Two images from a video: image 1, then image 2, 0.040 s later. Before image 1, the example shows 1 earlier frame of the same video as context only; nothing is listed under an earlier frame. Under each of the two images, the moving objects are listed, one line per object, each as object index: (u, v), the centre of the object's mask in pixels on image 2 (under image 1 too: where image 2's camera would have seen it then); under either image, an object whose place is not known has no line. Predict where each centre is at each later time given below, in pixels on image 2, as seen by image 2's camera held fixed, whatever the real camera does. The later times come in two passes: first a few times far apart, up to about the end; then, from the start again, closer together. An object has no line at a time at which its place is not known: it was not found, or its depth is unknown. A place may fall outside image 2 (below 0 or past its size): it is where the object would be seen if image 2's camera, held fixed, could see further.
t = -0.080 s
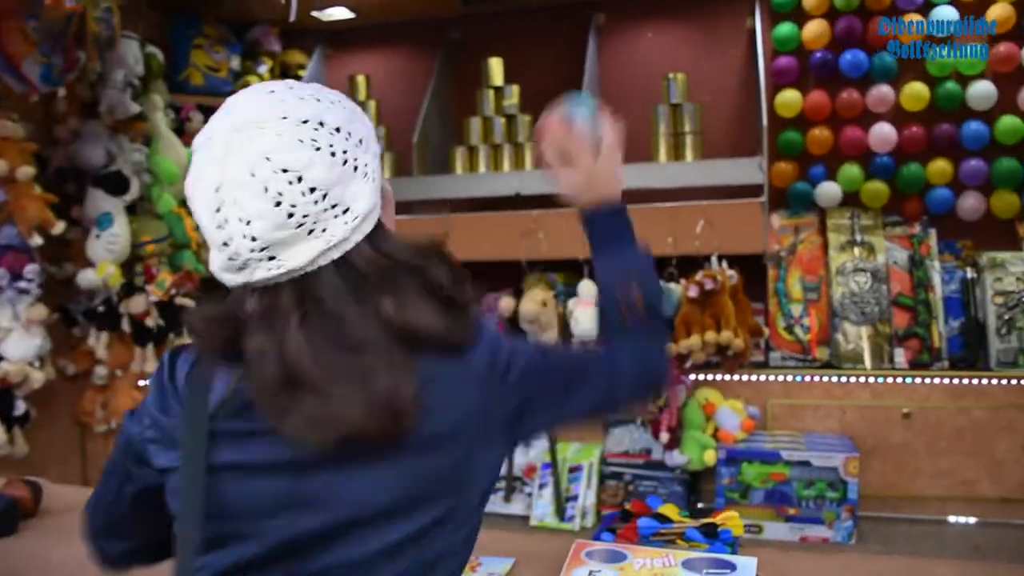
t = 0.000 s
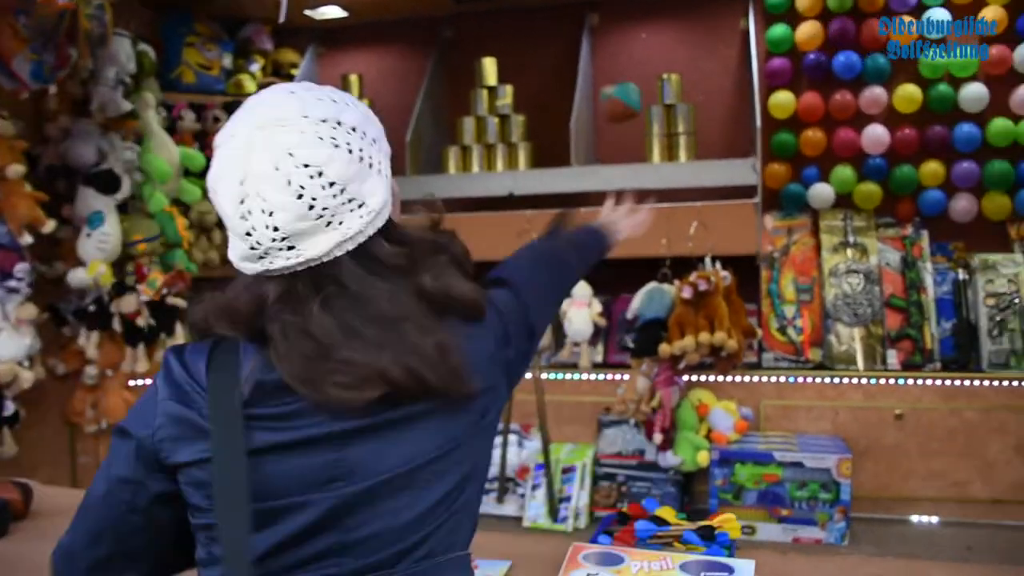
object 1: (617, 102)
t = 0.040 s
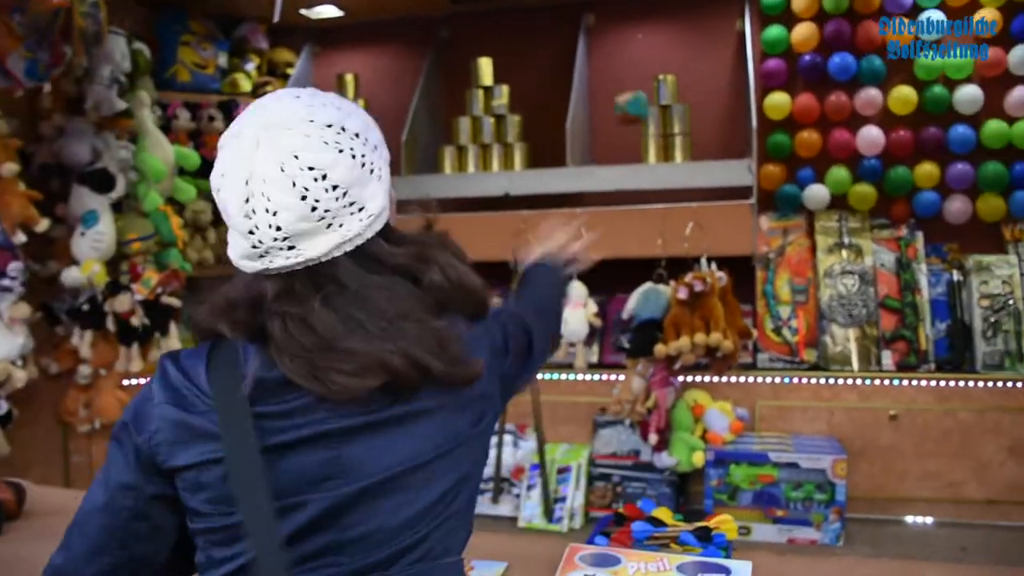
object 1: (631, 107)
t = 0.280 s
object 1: (697, 148)
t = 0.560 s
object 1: (782, 229)
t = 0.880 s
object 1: (903, 552)
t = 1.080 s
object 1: (1002, 536)
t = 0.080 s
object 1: (643, 116)
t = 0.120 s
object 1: (650, 126)
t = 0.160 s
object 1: (660, 141)
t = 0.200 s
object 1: (672, 141)
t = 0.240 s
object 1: (684, 144)
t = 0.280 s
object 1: (697, 148)
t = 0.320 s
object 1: (708, 147)
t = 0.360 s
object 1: (719, 149)
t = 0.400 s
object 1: (730, 157)
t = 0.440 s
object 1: (742, 168)
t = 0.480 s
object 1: (755, 187)
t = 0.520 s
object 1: (767, 205)
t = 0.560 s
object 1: (782, 229)
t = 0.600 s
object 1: (796, 260)
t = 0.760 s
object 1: (852, 458)
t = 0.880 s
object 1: (903, 552)
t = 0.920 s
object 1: (925, 543)
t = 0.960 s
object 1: (942, 534)
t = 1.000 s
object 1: (959, 531)
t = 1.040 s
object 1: (981, 531)
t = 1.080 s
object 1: (1002, 536)
